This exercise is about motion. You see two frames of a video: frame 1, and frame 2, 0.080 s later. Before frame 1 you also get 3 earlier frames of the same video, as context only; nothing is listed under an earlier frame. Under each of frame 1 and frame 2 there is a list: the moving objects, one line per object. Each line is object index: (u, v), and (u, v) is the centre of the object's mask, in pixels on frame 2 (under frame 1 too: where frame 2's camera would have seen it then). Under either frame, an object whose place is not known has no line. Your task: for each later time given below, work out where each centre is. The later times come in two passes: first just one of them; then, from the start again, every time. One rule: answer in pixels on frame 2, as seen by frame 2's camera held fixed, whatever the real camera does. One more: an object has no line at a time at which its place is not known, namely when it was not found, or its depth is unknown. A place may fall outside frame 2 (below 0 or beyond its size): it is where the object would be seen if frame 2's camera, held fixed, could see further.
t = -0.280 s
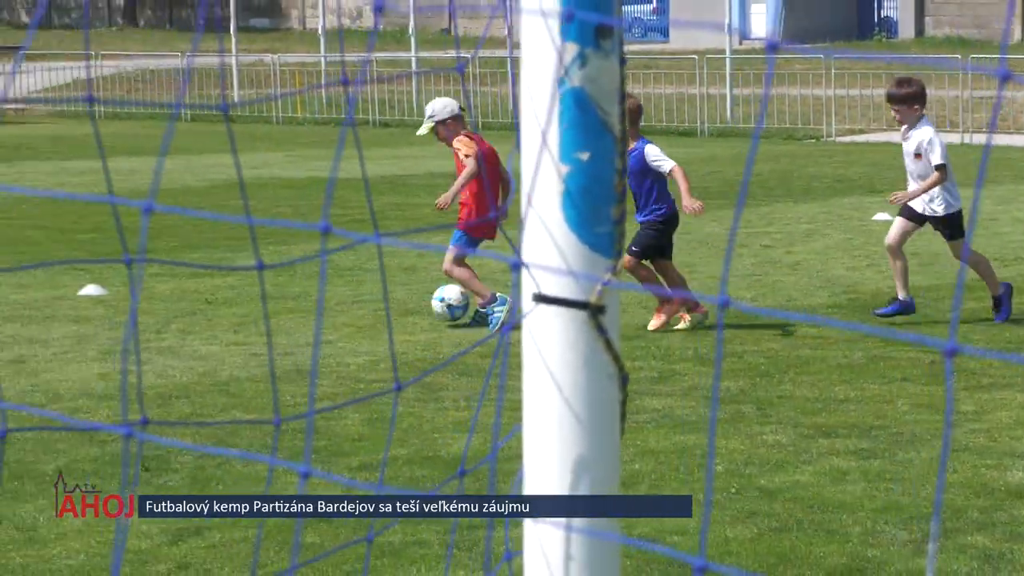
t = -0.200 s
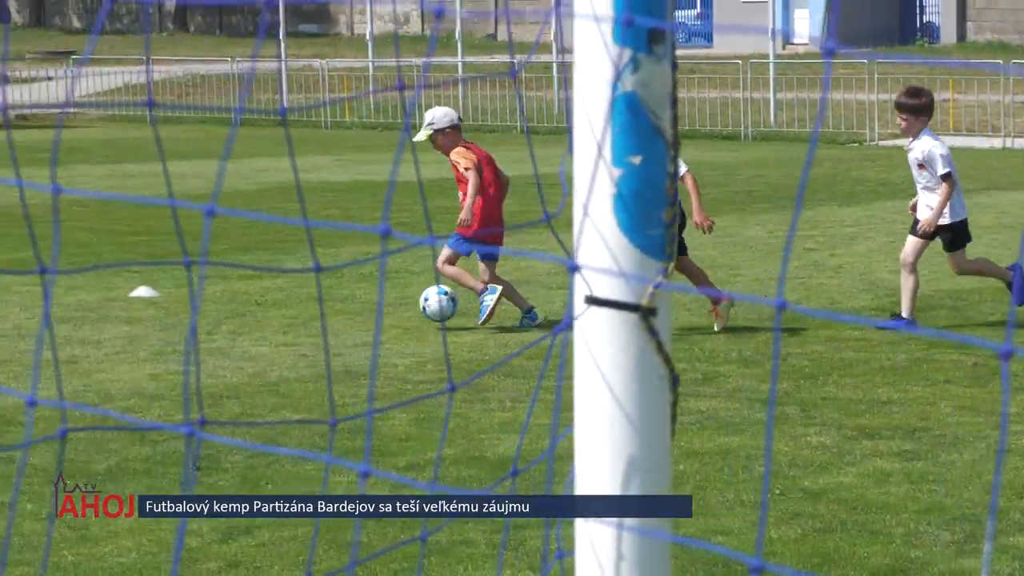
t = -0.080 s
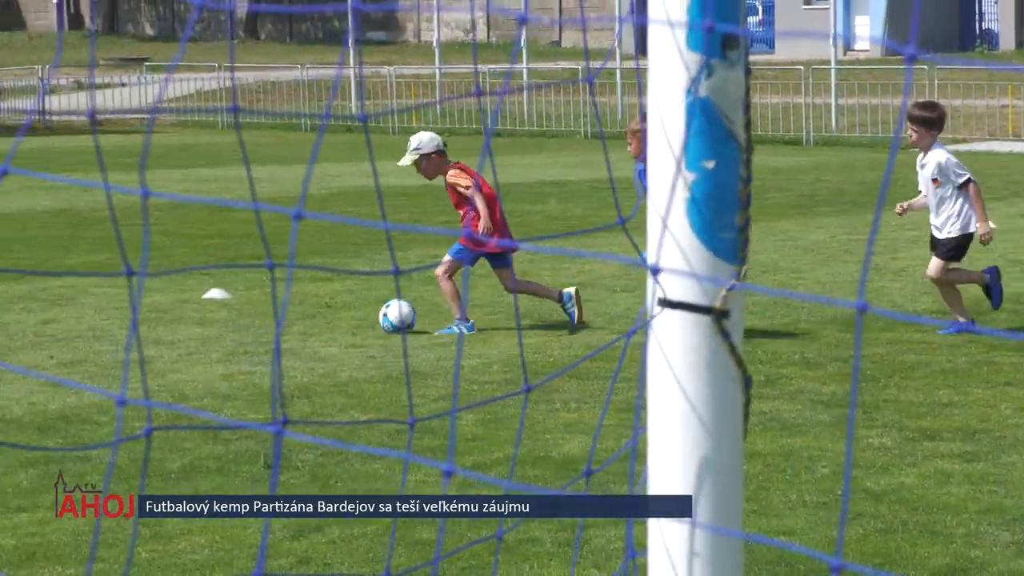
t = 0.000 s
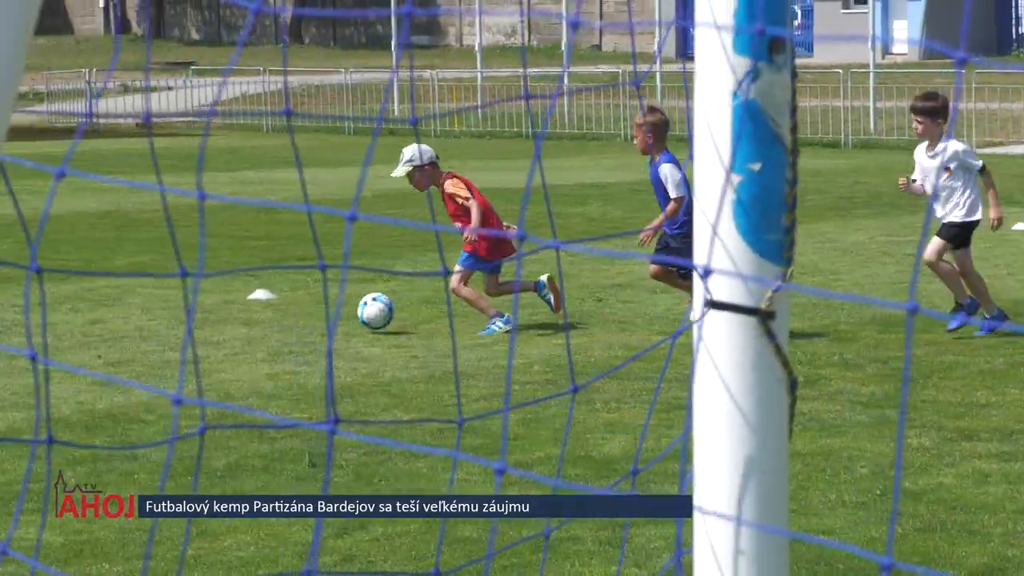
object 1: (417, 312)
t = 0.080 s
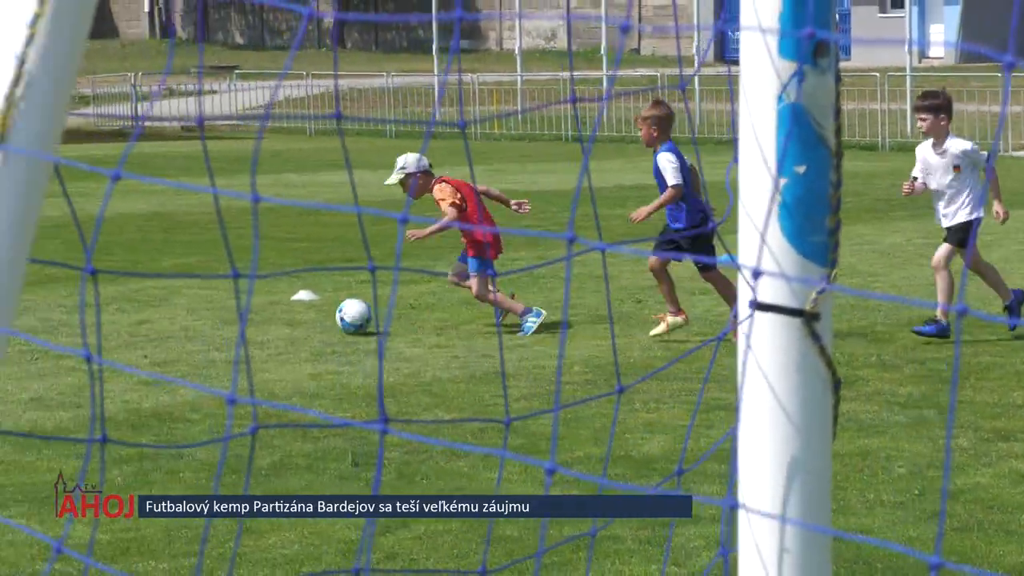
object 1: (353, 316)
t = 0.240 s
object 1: (231, 318)
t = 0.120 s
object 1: (323, 318)
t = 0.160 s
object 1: (291, 317)
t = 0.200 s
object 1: (262, 316)
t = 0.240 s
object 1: (231, 318)
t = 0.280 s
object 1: (202, 318)
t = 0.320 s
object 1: (173, 315)
